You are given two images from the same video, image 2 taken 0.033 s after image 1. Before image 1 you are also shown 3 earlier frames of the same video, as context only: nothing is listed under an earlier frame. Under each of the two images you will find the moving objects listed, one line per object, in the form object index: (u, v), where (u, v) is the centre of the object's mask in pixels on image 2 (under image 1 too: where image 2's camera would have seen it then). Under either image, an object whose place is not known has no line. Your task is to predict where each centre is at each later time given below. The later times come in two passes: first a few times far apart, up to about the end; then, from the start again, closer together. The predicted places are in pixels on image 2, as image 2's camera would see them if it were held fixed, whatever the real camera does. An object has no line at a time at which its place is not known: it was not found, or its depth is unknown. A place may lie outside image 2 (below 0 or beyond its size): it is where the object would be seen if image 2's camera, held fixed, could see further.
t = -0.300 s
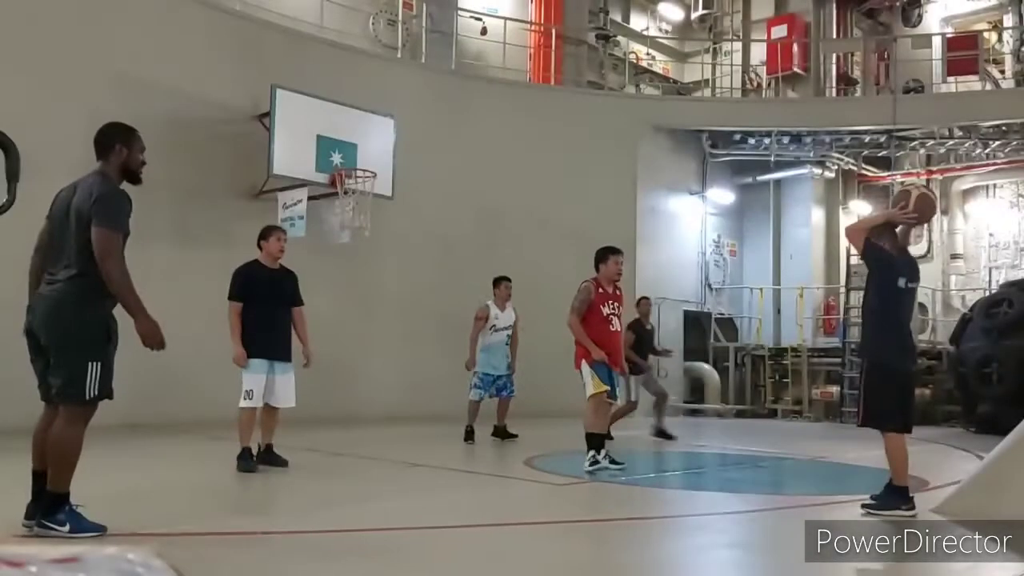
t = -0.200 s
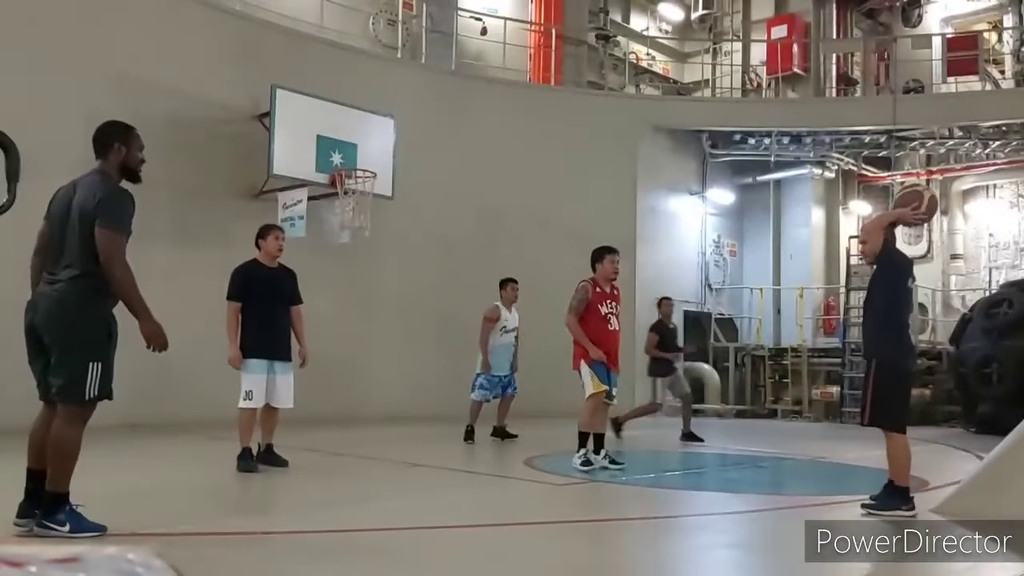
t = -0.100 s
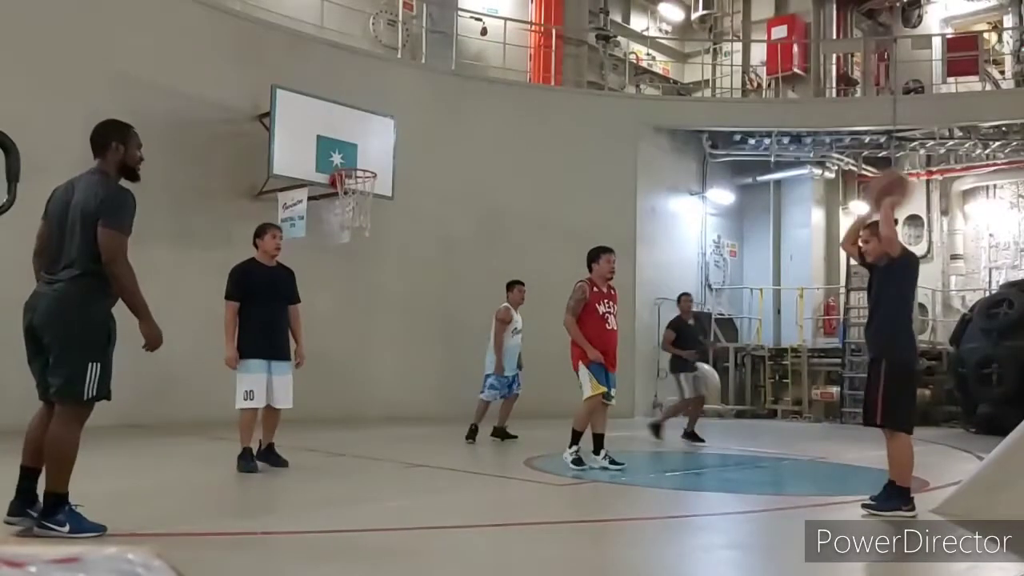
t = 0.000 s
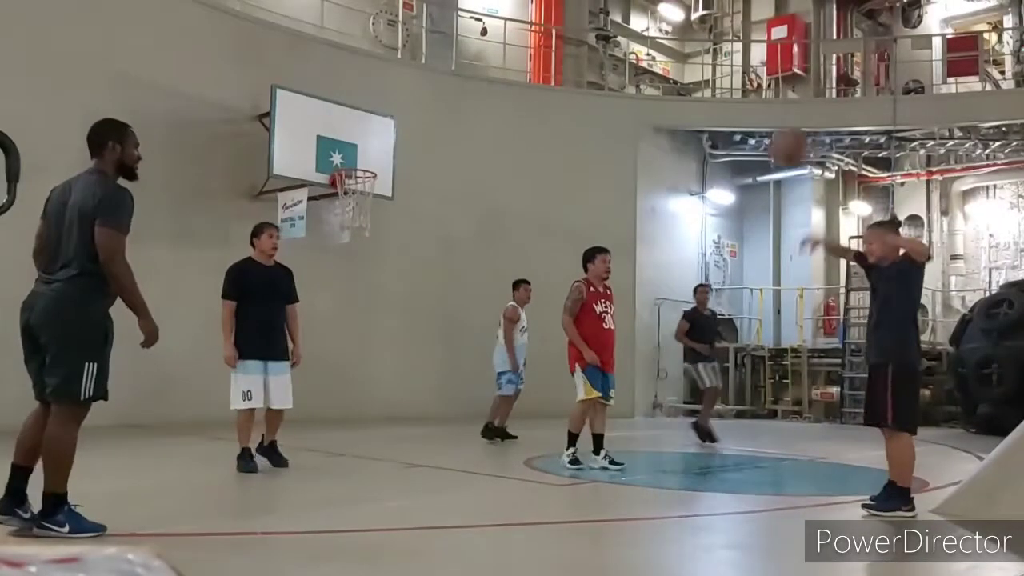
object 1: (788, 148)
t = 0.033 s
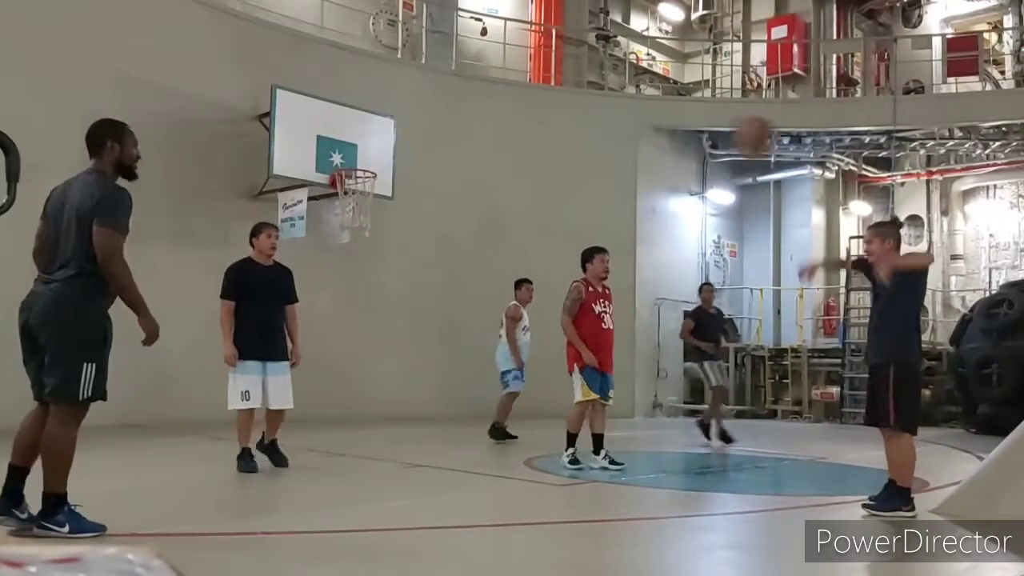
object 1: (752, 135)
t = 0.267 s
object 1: (477, 121)
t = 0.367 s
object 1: (347, 144)
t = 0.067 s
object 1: (715, 128)
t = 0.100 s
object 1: (677, 122)
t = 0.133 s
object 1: (639, 118)
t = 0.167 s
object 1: (600, 115)
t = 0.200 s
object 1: (561, 115)
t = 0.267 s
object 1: (477, 121)
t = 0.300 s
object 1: (435, 127)
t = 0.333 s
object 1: (395, 133)
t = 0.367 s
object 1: (347, 144)
